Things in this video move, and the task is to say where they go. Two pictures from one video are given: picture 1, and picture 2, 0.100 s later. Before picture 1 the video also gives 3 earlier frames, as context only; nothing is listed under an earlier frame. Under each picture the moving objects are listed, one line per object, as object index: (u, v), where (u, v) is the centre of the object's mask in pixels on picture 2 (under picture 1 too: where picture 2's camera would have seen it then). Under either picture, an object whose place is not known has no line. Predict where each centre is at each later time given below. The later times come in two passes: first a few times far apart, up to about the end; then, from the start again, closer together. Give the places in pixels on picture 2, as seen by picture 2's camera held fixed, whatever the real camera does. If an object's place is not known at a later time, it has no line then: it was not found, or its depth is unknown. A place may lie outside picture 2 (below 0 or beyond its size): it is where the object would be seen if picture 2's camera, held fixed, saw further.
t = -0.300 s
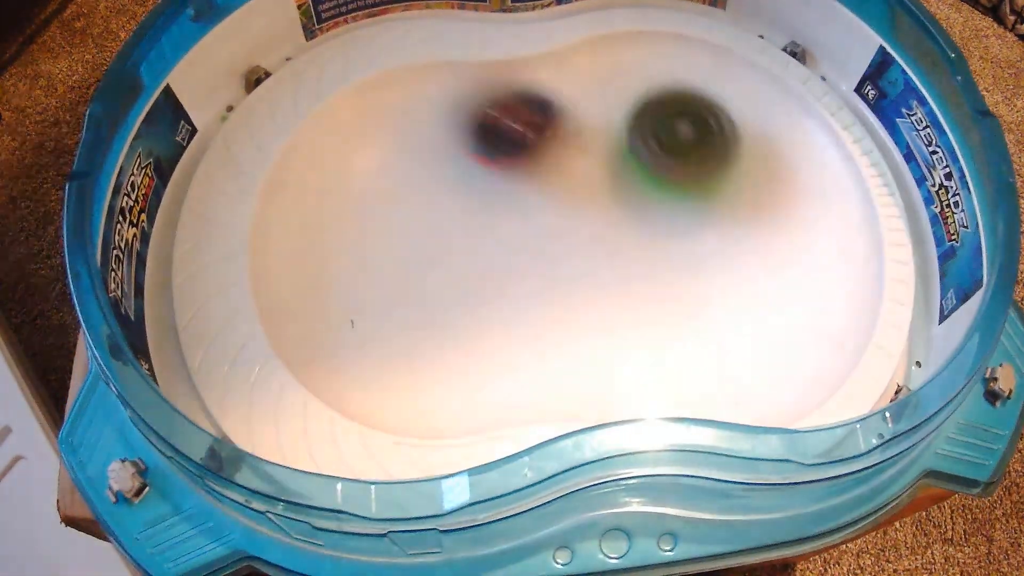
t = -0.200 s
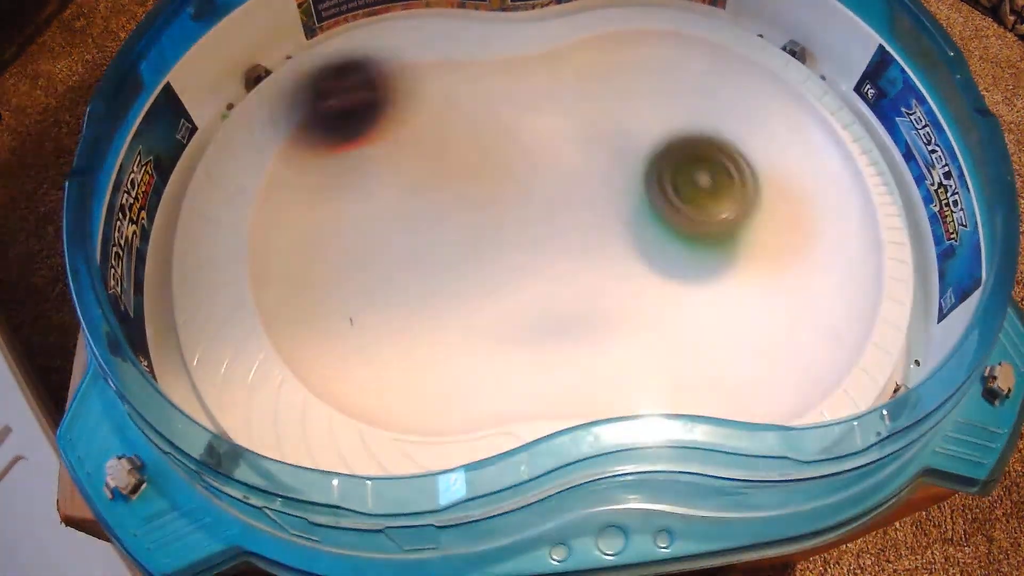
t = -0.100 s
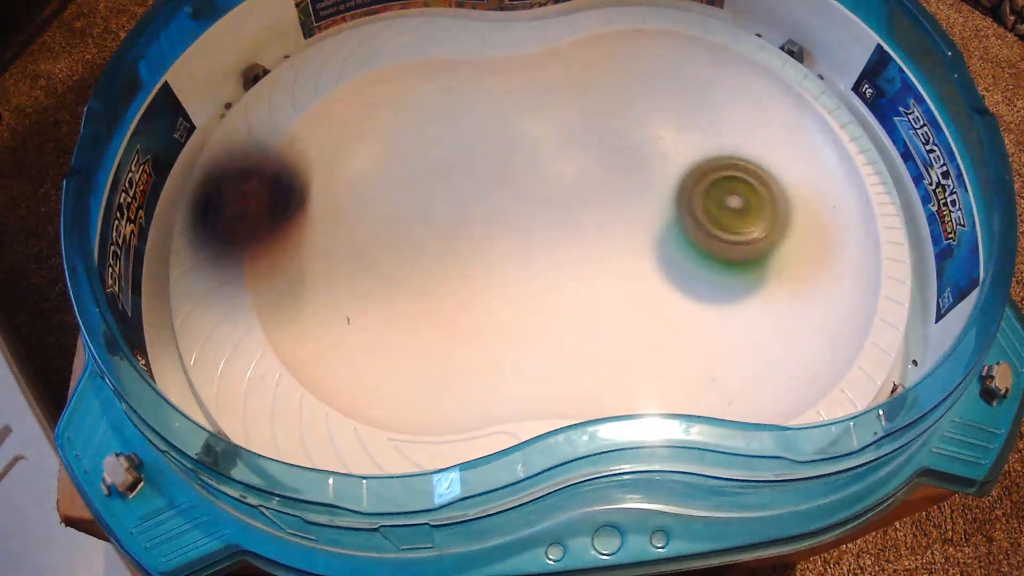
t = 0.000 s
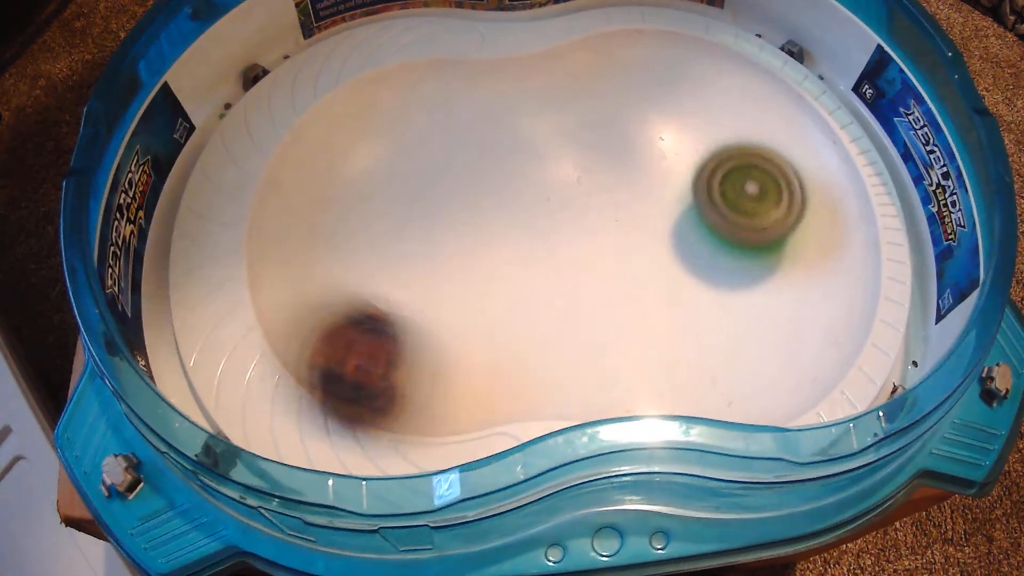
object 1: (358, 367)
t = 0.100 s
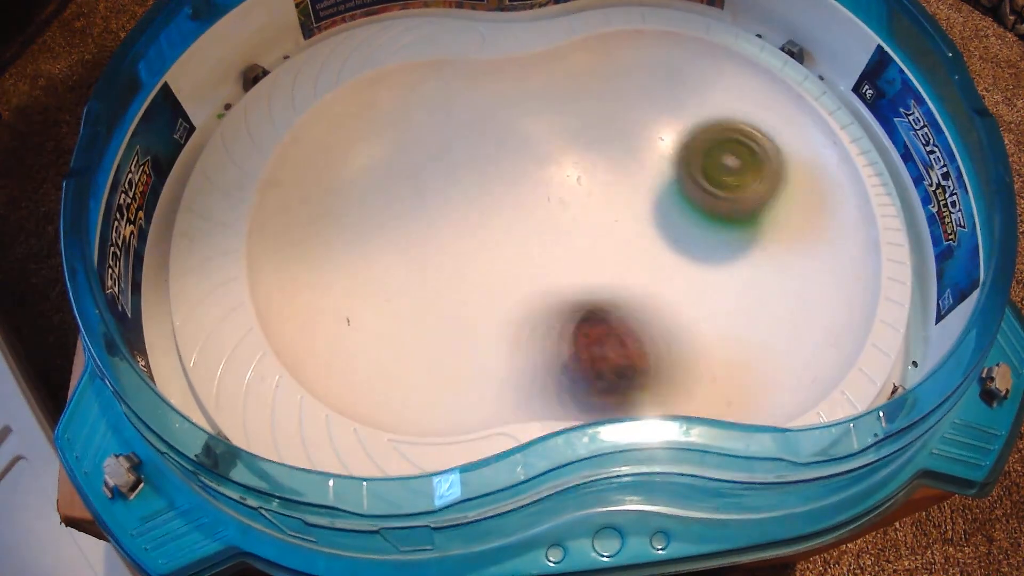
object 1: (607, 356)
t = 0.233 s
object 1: (792, 227)
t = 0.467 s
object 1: (625, 22)
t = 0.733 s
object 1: (291, 297)
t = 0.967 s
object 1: (575, 321)
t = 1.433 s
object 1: (668, 33)
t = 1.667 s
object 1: (701, 137)
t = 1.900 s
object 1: (768, 227)
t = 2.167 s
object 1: (679, 148)
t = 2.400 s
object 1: (667, 219)
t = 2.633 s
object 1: (775, 241)
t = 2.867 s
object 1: (721, 126)
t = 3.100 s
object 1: (677, 115)
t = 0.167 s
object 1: (733, 310)
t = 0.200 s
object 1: (774, 269)
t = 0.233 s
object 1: (792, 227)
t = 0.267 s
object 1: (811, 175)
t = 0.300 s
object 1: (800, 128)
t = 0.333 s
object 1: (775, 88)
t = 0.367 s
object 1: (740, 52)
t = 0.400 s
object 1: (705, 29)
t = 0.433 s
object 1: (671, 21)
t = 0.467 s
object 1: (625, 22)
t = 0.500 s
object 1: (581, 34)
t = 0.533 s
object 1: (539, 63)
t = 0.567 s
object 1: (497, 105)
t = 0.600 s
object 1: (450, 156)
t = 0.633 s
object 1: (396, 203)
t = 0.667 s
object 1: (345, 235)
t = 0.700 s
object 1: (305, 267)
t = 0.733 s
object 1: (291, 297)
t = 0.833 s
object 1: (353, 368)
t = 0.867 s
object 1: (404, 376)
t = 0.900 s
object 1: (464, 363)
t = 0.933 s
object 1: (520, 342)
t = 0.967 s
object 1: (575, 321)
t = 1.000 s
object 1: (625, 292)
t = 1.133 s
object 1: (720, 176)
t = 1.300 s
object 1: (667, 65)
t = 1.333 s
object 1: (642, 61)
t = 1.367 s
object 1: (635, 52)
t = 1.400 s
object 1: (652, 36)
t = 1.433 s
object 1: (668, 33)
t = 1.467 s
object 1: (682, 36)
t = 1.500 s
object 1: (694, 37)
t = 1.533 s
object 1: (704, 42)
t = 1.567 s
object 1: (710, 55)
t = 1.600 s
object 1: (715, 84)
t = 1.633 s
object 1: (711, 111)
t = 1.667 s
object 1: (701, 137)
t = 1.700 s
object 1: (684, 158)
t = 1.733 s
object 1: (674, 188)
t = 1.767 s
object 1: (689, 207)
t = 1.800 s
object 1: (710, 221)
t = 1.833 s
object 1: (731, 228)
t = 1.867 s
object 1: (751, 230)
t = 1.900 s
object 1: (768, 227)
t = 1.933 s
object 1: (778, 217)
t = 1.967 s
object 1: (782, 204)
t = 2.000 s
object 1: (778, 187)
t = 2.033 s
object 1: (765, 169)
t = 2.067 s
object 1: (743, 155)
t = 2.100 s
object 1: (719, 149)
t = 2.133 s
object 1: (691, 150)
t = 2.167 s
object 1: (679, 148)
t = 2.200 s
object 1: (678, 142)
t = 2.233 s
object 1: (676, 141)
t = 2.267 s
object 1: (670, 146)
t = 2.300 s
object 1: (664, 157)
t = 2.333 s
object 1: (660, 174)
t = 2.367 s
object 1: (660, 195)
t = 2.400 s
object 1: (667, 219)
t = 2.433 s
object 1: (681, 241)
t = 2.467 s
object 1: (699, 257)
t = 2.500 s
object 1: (719, 267)
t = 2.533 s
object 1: (738, 270)
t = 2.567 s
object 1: (754, 266)
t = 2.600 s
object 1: (767, 256)
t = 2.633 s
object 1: (775, 241)
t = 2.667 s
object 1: (776, 223)
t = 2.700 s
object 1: (768, 204)
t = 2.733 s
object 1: (752, 184)
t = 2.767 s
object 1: (731, 169)
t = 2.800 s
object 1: (709, 160)
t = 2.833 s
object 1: (709, 142)
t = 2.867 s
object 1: (721, 126)
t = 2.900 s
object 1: (724, 114)
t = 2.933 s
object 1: (718, 107)
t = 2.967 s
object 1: (706, 101)
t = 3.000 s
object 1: (686, 101)
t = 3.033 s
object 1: (665, 108)
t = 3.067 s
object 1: (647, 123)
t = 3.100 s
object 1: (677, 115)
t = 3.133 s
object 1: (737, 81)
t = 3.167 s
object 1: (783, 57)
